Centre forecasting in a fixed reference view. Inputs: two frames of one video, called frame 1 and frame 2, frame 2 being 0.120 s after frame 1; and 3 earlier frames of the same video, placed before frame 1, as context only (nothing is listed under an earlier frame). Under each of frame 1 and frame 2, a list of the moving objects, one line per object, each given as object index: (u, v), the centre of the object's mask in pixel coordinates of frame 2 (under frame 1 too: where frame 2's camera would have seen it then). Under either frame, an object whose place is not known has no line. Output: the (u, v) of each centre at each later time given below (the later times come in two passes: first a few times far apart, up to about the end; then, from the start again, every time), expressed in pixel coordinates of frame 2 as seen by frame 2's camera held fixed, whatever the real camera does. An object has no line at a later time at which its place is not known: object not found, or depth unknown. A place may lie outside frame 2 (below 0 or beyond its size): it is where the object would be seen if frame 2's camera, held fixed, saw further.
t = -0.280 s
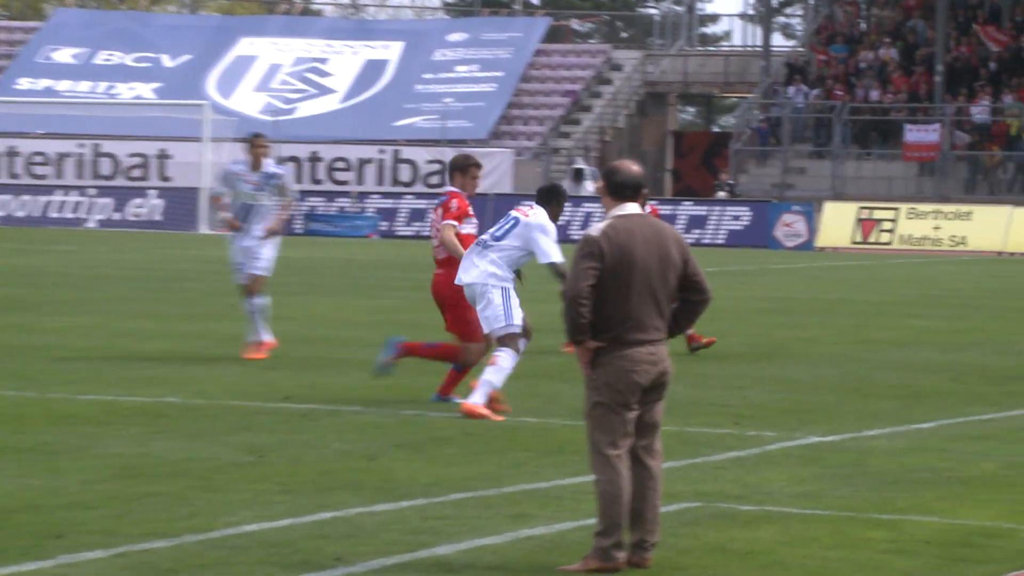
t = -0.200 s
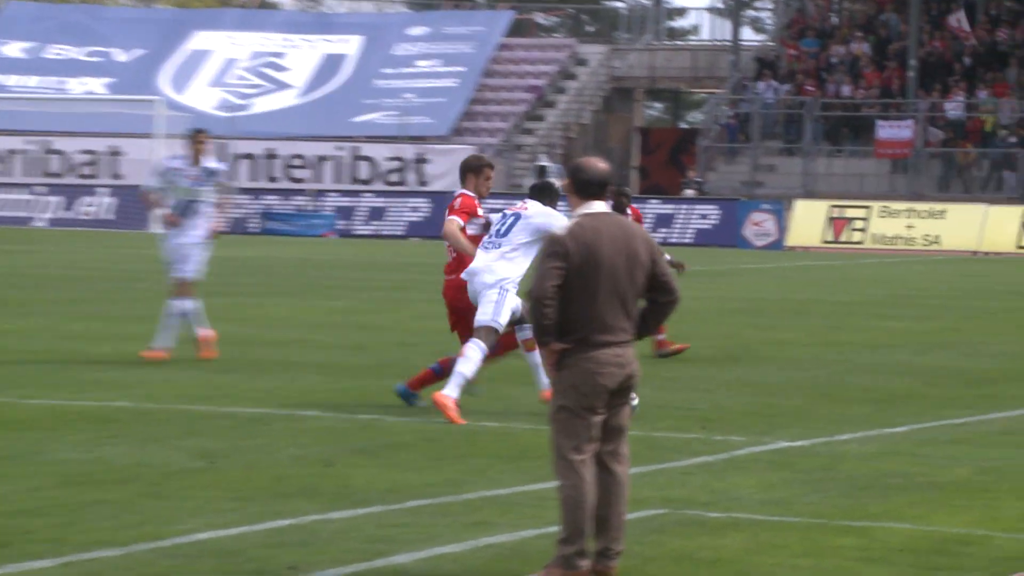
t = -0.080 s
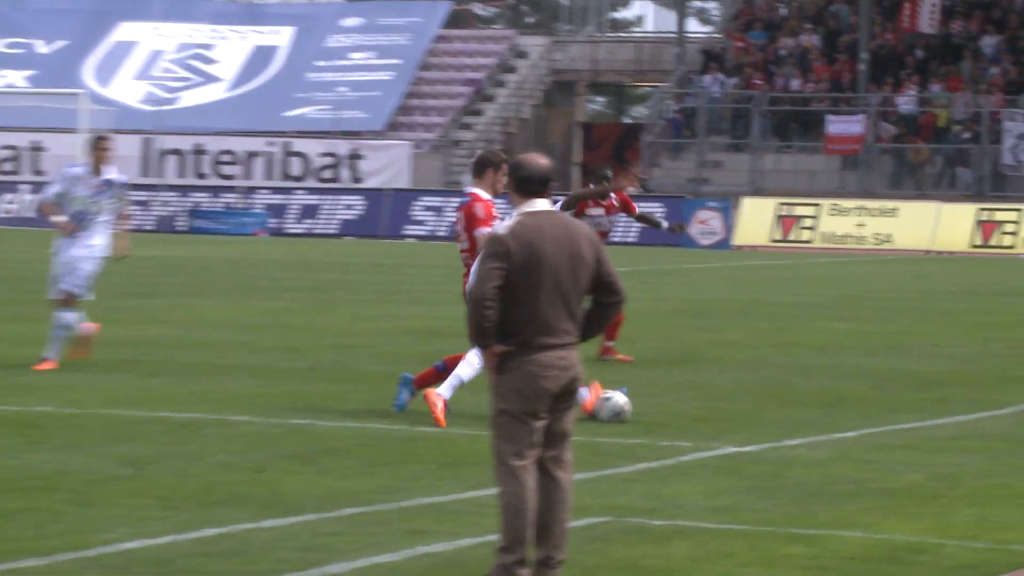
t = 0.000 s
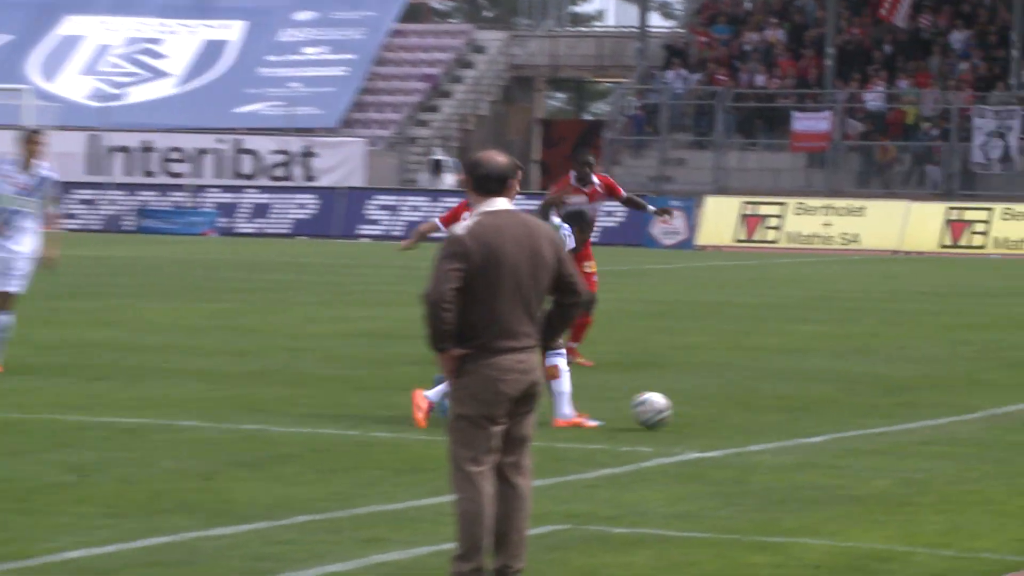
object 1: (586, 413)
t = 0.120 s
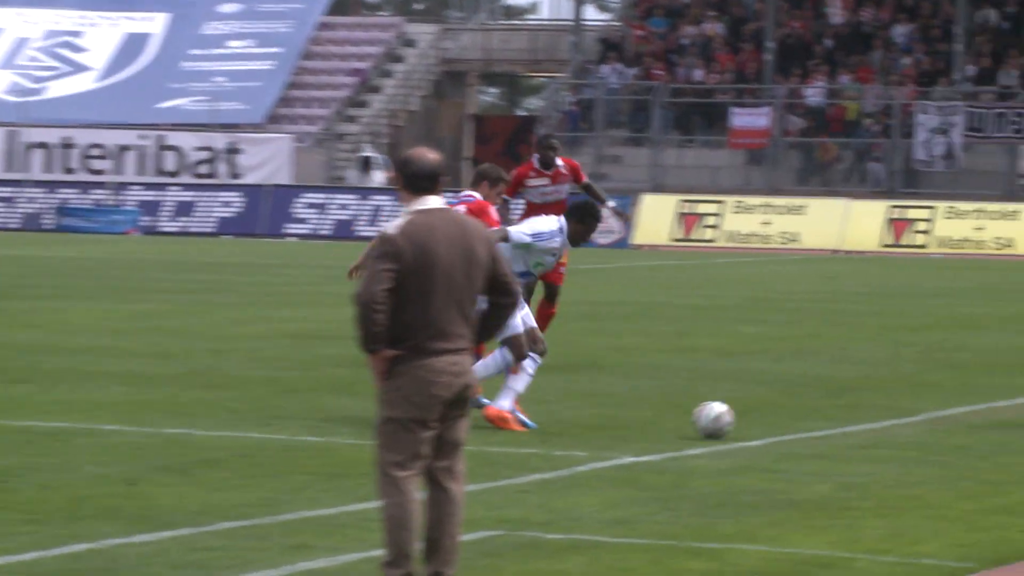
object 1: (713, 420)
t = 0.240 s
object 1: (830, 424)
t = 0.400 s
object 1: (974, 435)
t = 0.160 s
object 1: (752, 418)
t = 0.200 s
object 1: (791, 420)
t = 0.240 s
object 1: (830, 424)
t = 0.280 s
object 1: (868, 429)
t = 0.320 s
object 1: (903, 429)
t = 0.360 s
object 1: (938, 430)
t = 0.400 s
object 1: (974, 435)
